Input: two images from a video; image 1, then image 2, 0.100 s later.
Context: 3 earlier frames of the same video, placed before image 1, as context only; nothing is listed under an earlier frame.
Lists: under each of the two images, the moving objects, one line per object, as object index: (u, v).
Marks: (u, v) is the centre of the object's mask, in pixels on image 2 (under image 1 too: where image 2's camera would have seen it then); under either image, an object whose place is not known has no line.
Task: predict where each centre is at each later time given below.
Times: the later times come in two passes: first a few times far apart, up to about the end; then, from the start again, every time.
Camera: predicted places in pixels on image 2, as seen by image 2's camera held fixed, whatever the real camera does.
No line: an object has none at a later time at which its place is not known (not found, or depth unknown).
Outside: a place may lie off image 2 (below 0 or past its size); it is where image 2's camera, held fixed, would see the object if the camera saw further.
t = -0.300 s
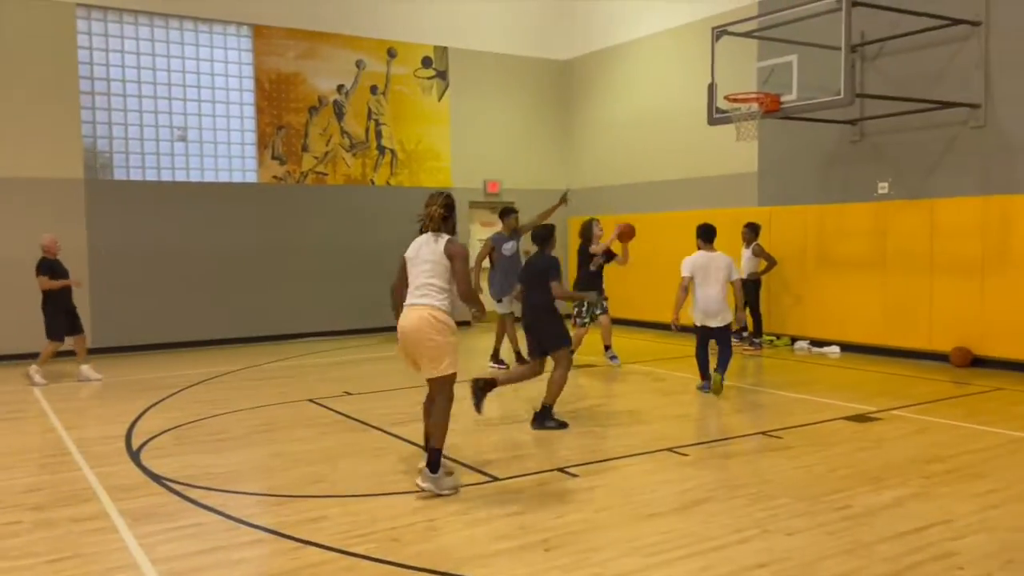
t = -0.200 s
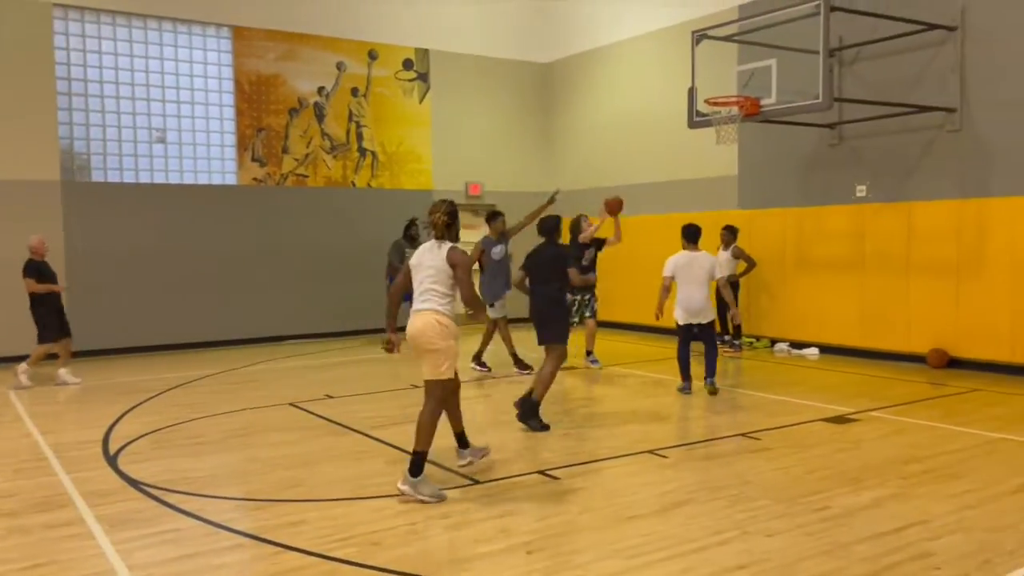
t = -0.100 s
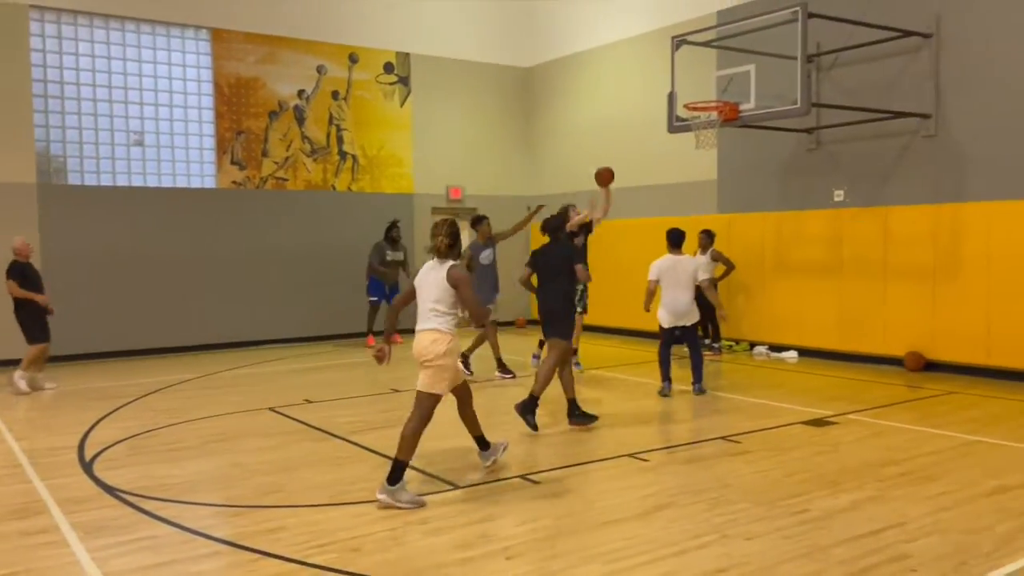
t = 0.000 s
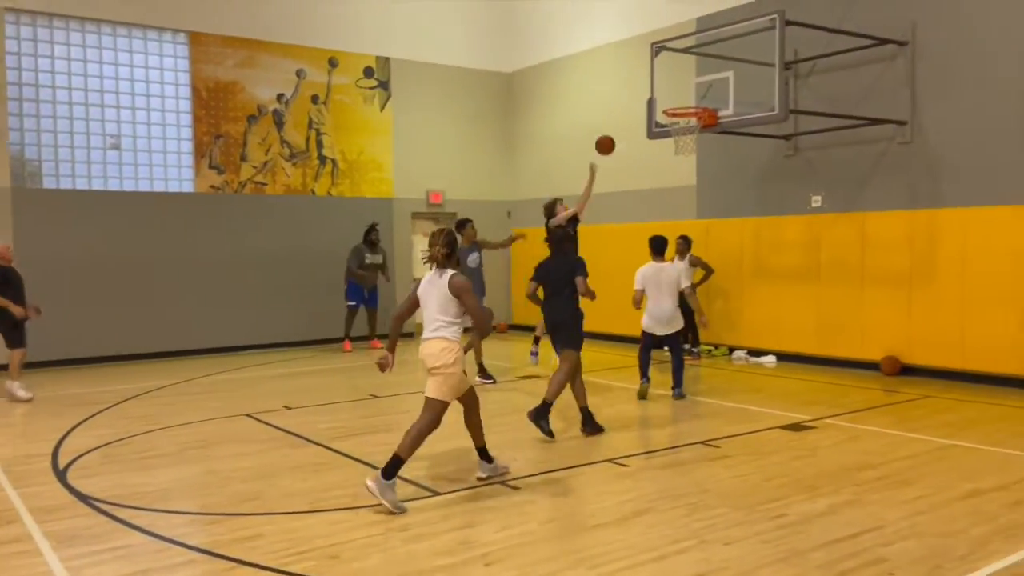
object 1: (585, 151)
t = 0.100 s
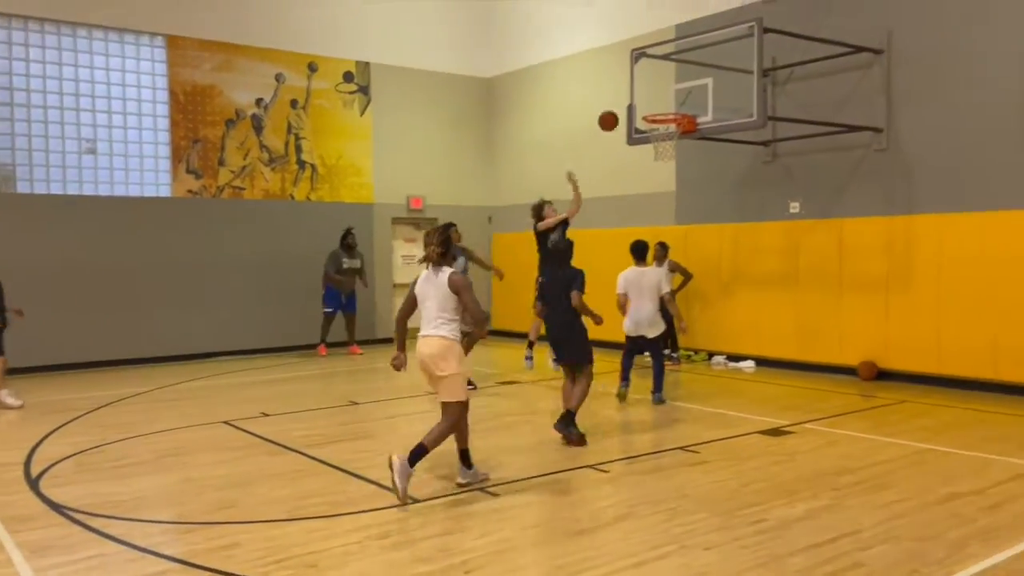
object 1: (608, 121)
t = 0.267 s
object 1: (648, 89)
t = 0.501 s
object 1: (659, 89)
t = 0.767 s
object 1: (661, 140)
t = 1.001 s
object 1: (663, 186)
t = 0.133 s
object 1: (616, 112)
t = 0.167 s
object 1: (624, 105)
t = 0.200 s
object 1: (632, 99)
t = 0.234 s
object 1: (640, 93)
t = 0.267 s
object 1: (648, 89)
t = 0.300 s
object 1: (653, 86)
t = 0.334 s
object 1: (654, 84)
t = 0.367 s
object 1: (655, 83)
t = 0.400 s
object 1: (656, 83)
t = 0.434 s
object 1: (657, 84)
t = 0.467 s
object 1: (658, 86)
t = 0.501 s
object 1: (659, 89)
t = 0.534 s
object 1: (660, 93)
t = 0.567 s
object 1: (662, 98)
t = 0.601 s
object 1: (663, 103)
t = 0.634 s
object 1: (664, 111)
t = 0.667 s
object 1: (663, 118)
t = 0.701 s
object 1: (662, 123)
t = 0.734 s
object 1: (662, 128)
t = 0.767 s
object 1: (661, 140)
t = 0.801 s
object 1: (662, 145)
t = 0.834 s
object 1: (662, 152)
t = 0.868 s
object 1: (663, 157)
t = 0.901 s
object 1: (663, 163)
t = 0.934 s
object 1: (663, 170)
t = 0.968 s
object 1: (663, 177)
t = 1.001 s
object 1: (663, 186)
